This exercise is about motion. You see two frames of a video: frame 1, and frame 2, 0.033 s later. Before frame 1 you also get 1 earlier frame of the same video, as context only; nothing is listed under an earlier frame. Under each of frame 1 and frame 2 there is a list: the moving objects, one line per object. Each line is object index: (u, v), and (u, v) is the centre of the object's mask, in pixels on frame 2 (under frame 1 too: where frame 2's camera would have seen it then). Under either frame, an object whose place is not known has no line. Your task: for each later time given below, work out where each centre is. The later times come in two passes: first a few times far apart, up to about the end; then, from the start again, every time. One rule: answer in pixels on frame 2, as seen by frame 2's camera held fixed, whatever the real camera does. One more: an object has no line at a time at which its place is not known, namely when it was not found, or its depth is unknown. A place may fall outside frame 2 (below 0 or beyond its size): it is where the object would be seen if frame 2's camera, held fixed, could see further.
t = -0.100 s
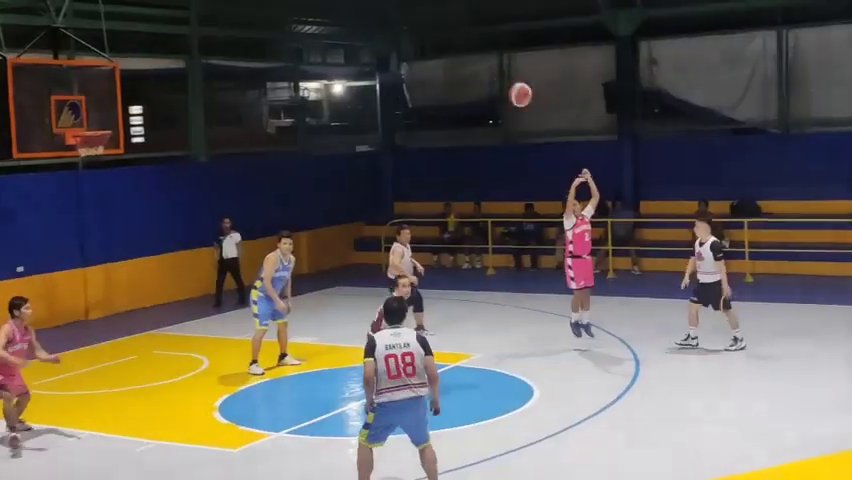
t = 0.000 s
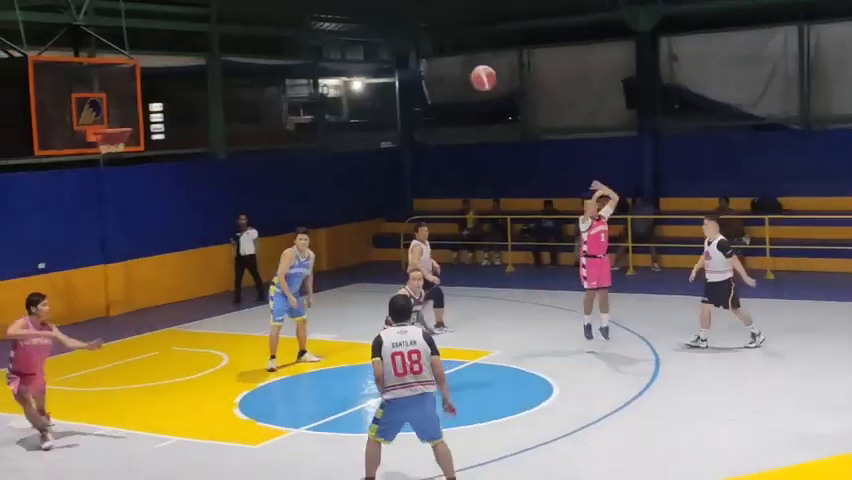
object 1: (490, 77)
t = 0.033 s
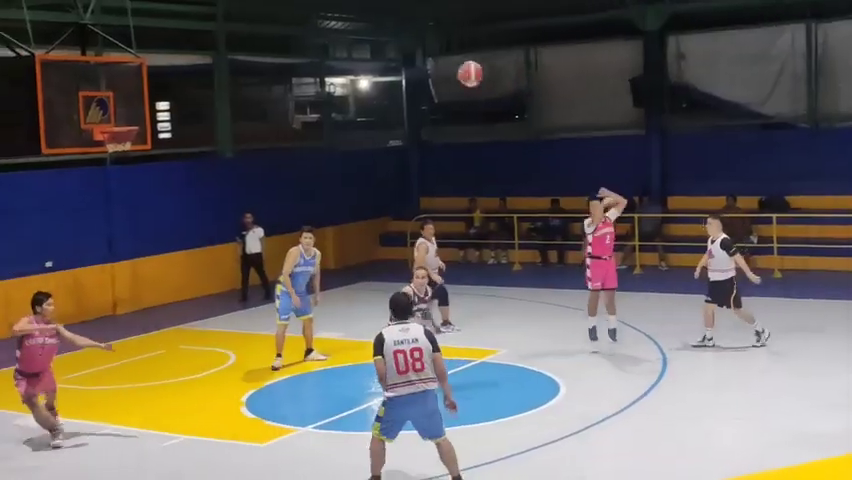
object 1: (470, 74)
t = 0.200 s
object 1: (362, 75)
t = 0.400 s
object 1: (206, 120)
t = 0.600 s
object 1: (10, 231)
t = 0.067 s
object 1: (450, 72)
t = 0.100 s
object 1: (429, 71)
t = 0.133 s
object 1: (407, 71)
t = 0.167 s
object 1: (385, 73)
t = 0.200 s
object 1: (362, 75)
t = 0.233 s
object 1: (338, 80)
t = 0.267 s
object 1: (312, 85)
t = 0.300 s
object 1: (287, 91)
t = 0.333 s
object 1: (261, 100)
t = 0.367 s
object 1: (234, 109)
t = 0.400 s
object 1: (206, 120)
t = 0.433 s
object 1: (177, 133)
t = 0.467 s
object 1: (147, 149)
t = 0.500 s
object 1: (114, 165)
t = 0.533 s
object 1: (80, 185)
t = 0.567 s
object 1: (46, 207)
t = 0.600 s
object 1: (10, 231)
